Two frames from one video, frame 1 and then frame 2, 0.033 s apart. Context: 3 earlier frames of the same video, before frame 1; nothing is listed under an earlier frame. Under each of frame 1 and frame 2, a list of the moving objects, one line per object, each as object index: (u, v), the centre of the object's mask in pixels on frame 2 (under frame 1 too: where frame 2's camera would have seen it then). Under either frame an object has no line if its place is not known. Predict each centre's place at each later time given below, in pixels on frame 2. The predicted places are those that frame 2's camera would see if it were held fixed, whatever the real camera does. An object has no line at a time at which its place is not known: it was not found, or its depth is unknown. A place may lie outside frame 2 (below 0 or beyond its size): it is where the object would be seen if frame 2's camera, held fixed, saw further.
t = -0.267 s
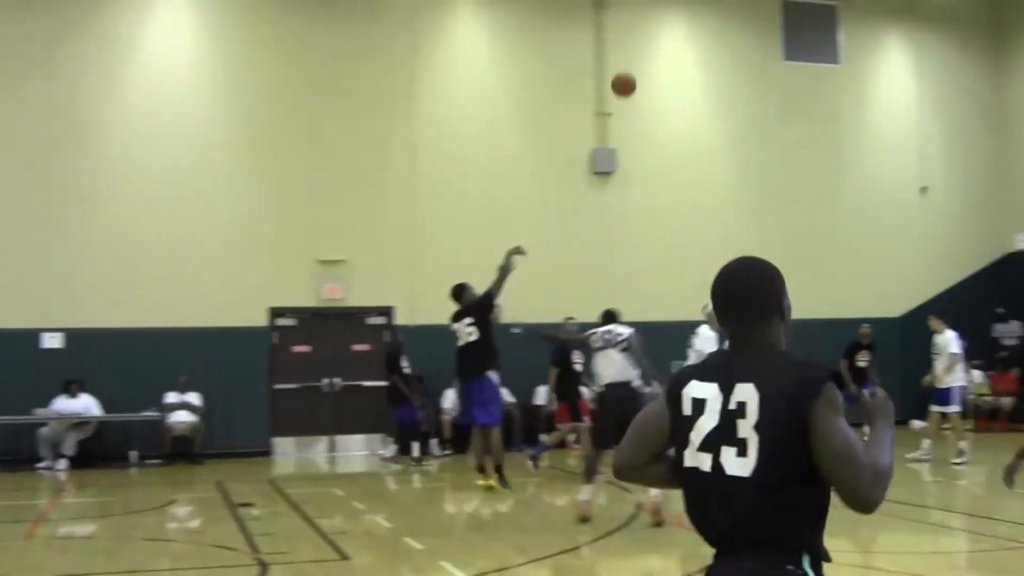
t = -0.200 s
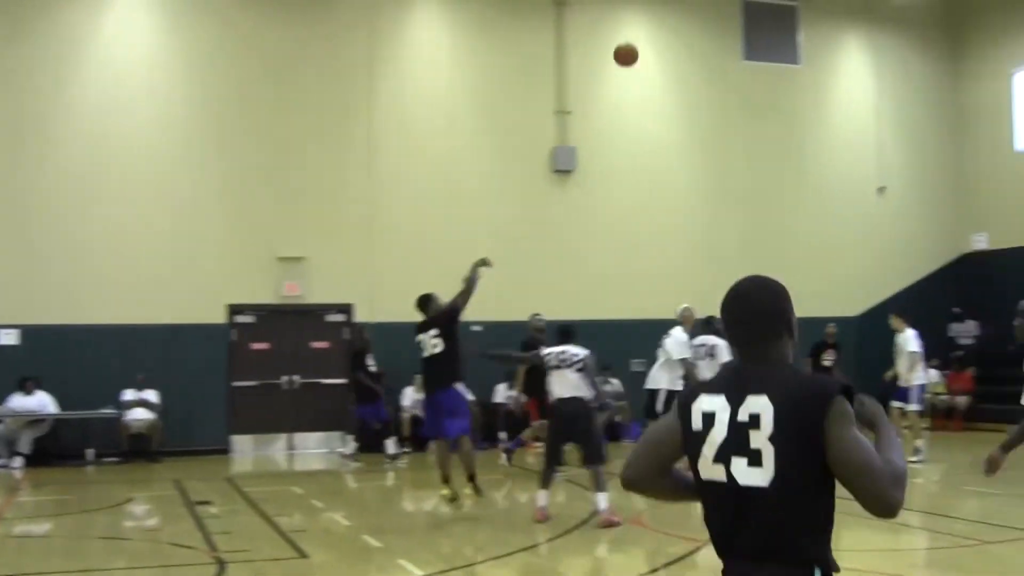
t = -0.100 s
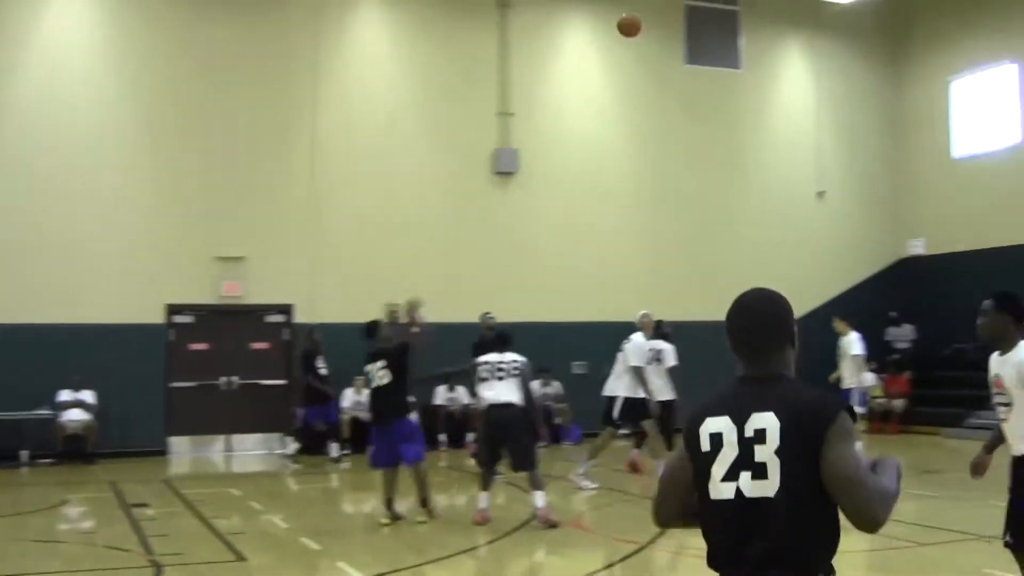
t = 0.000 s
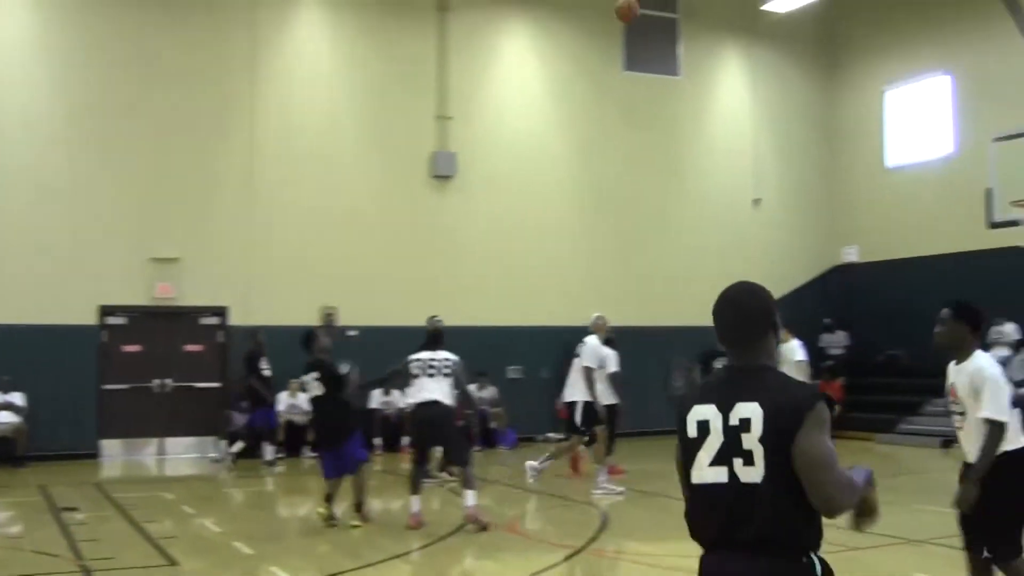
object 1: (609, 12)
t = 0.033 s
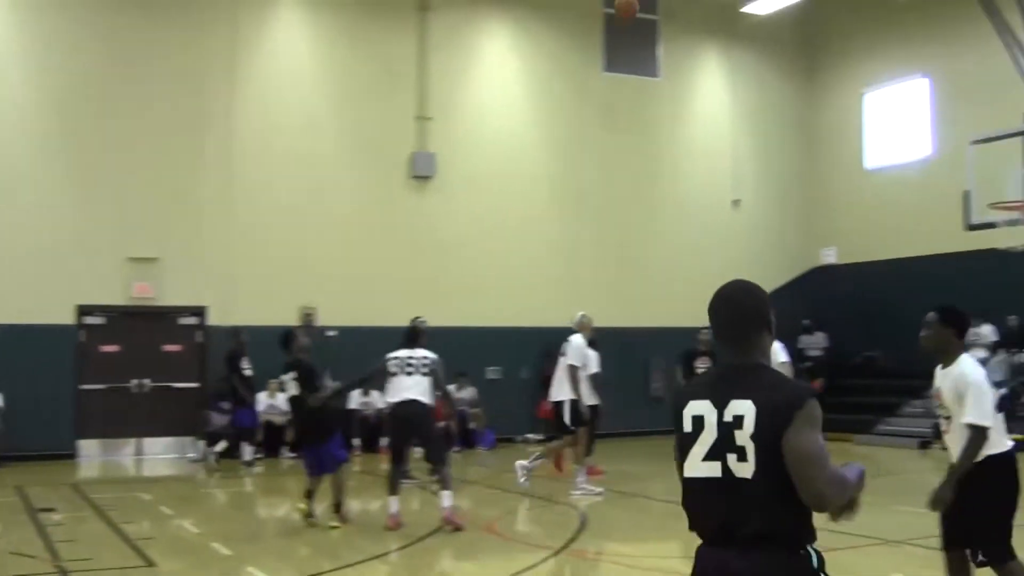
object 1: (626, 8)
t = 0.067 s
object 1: (643, 7)
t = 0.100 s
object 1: (659, 6)
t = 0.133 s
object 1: (678, 4)
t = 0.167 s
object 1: (696, 4)
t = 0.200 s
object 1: (713, 5)
